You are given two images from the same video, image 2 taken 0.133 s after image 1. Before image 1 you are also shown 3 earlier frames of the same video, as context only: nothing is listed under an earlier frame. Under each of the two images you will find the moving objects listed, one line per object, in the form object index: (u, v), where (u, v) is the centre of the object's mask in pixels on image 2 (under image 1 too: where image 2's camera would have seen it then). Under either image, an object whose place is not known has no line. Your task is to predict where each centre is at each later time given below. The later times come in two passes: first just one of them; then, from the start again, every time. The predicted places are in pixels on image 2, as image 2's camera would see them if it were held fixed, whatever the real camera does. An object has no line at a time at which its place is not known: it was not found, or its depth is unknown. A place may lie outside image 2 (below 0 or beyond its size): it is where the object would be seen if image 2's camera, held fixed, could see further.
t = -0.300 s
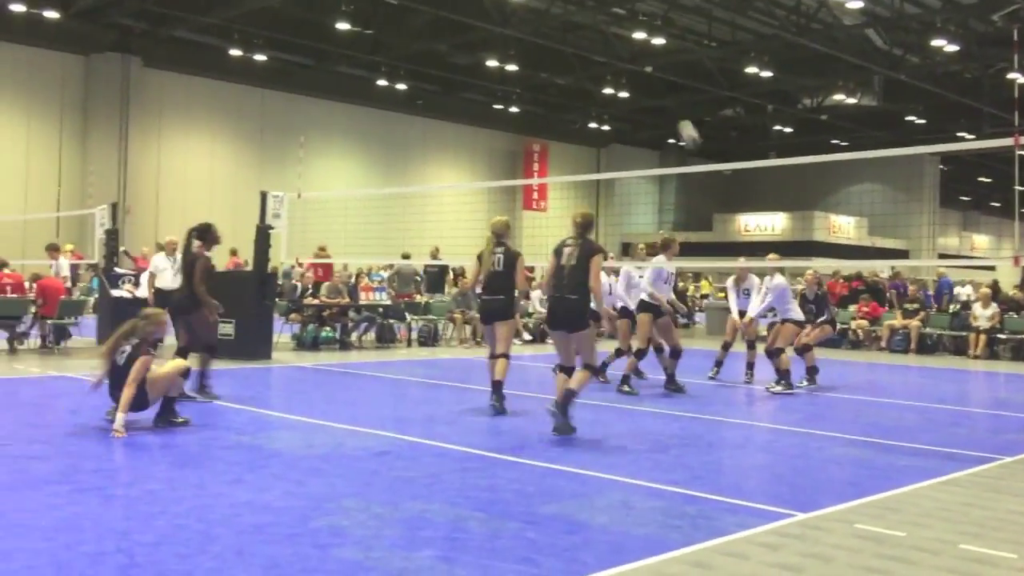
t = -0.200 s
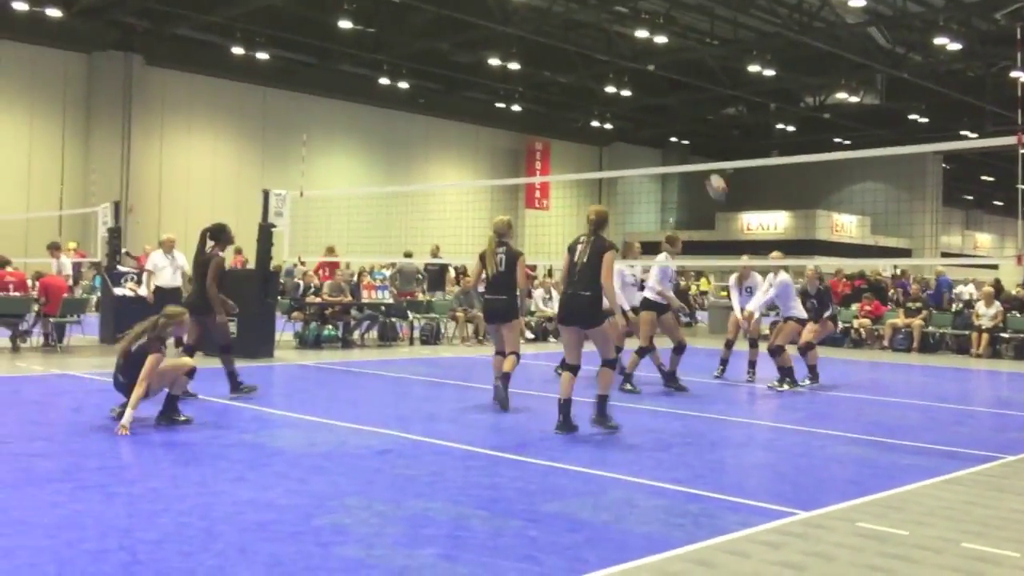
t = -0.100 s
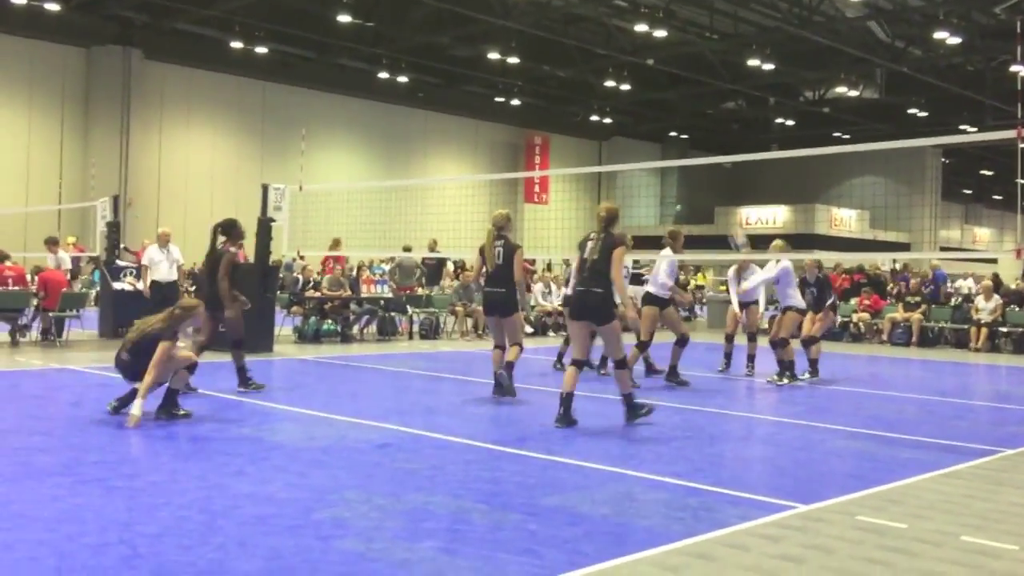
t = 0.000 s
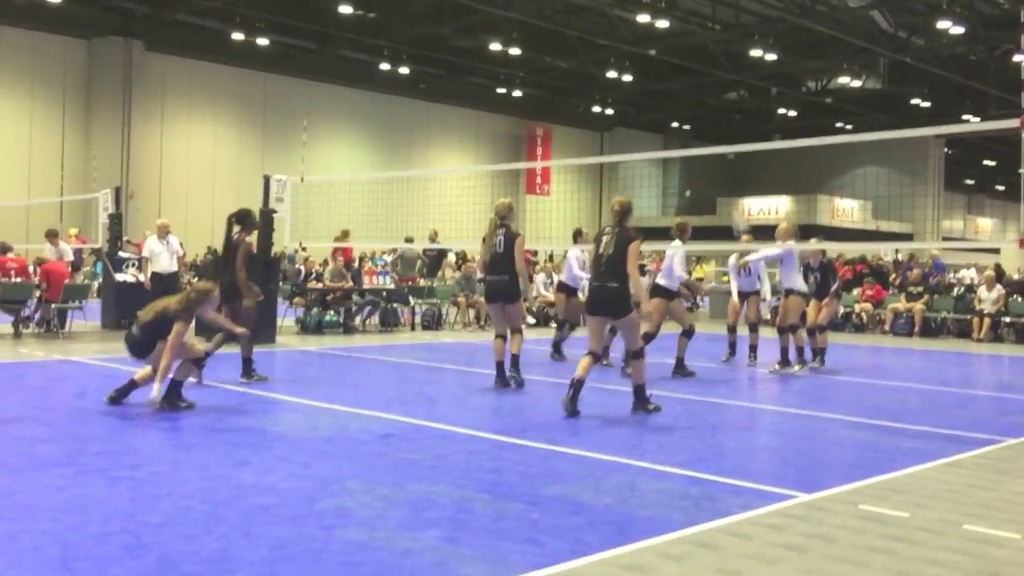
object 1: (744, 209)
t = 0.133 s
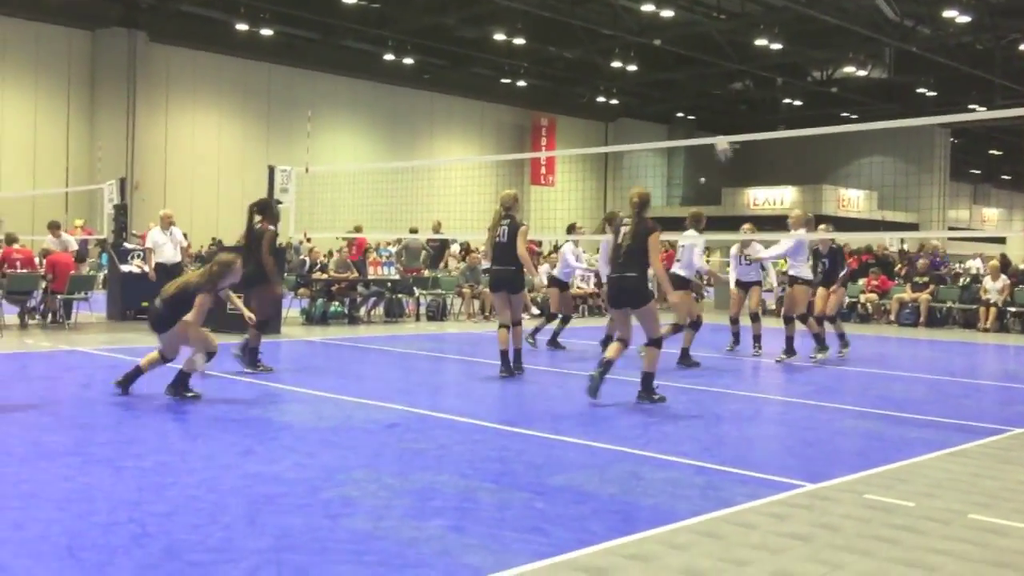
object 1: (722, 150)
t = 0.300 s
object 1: (693, 85)
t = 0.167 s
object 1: (716, 128)
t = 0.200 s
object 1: (710, 120)
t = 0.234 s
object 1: (705, 107)
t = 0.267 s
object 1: (699, 95)
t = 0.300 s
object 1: (693, 85)
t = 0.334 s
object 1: (687, 75)
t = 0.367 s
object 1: (682, 66)
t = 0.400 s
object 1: (676, 59)
